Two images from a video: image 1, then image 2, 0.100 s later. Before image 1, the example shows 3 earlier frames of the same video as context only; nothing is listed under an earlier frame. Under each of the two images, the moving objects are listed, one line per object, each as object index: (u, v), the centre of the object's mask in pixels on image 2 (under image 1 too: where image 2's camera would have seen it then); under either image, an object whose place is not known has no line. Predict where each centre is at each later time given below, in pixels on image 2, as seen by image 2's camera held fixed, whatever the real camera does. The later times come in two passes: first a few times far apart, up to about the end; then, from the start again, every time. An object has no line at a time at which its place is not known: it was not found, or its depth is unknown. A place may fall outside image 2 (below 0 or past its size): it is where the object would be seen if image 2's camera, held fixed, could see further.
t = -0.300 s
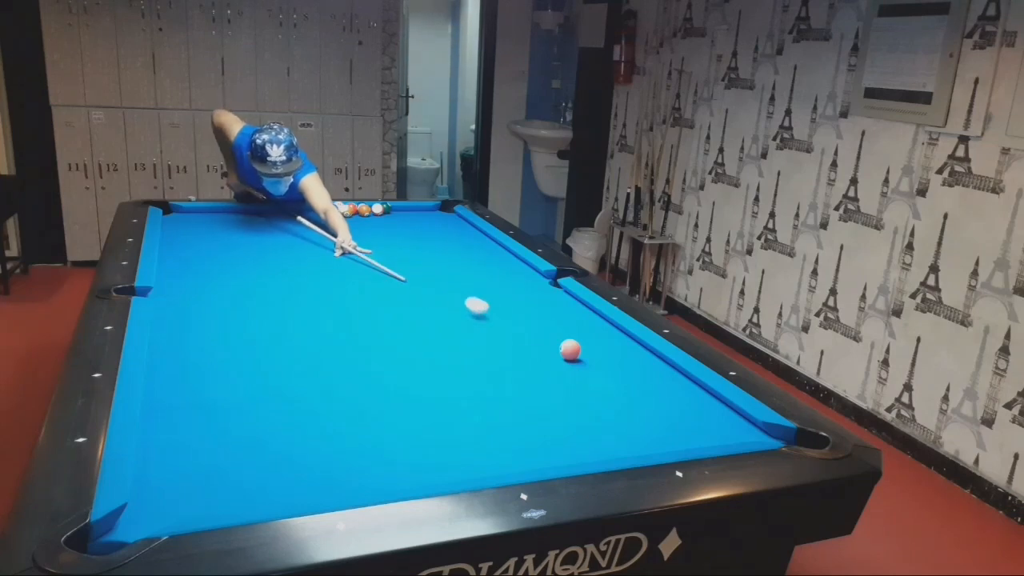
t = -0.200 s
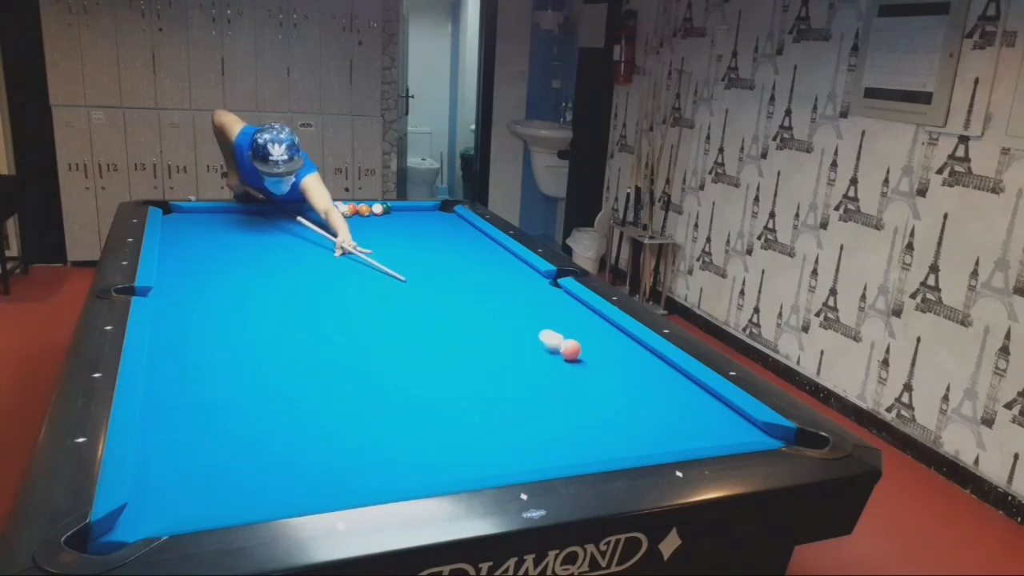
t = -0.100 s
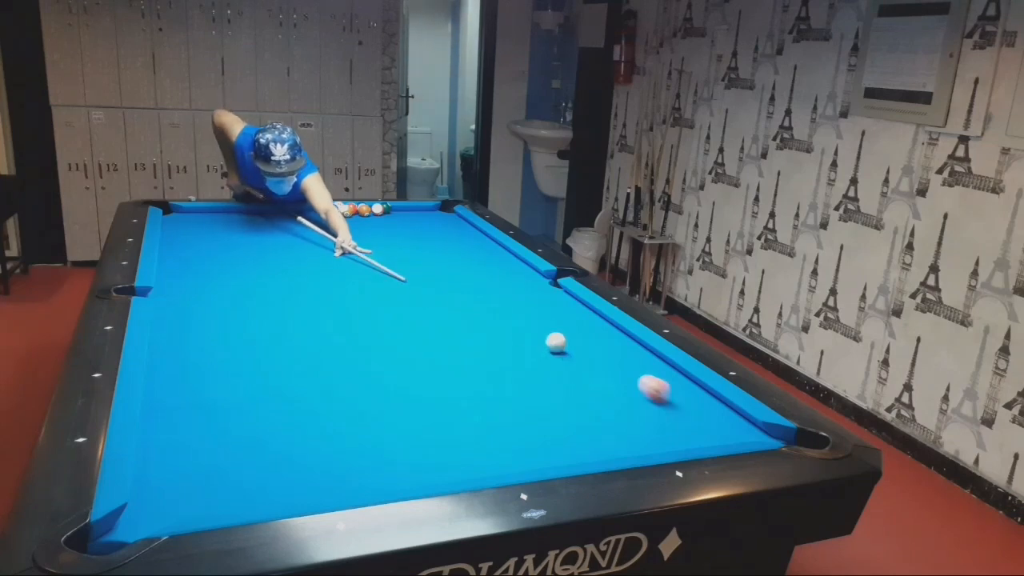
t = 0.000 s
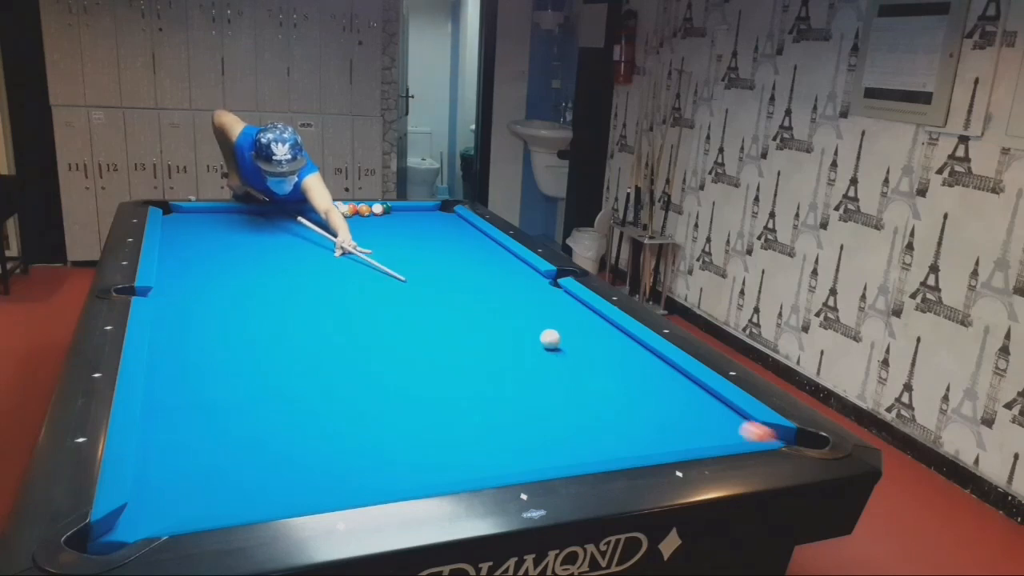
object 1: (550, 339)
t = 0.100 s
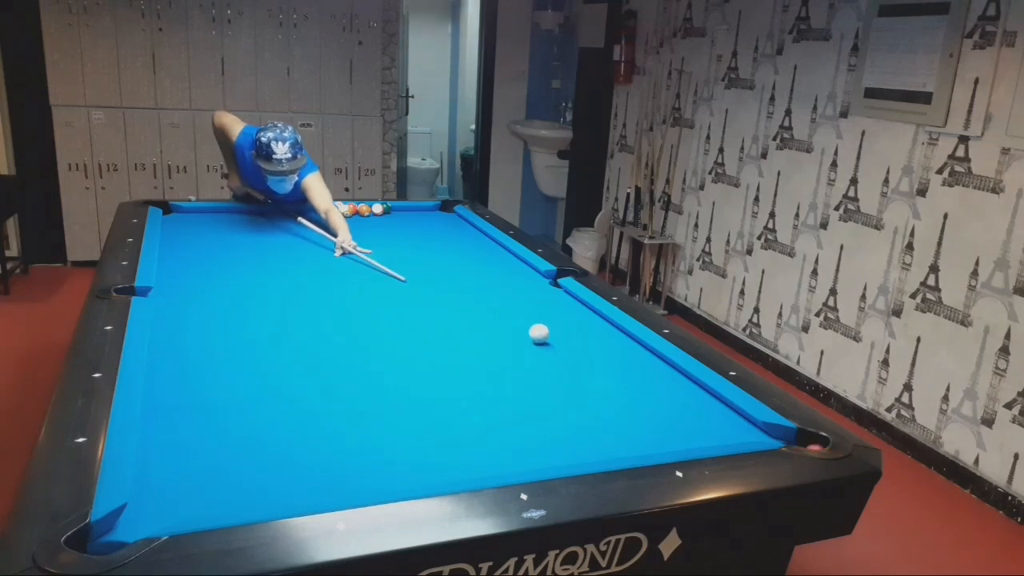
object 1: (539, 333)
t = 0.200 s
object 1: (525, 327)
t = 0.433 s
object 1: (494, 312)
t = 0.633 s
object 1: (471, 301)
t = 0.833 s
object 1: (449, 291)
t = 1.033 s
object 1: (430, 282)
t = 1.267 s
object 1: (409, 272)
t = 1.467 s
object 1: (393, 264)
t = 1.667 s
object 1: (378, 258)
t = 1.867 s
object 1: (364, 251)
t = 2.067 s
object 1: (351, 245)
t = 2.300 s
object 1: (337, 239)
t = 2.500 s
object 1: (327, 234)
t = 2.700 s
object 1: (317, 229)
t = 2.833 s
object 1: (310, 226)
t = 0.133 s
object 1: (534, 331)
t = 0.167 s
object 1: (530, 329)
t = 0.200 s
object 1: (525, 327)
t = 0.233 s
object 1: (520, 324)
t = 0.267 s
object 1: (516, 322)
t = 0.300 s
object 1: (511, 320)
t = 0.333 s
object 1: (507, 318)
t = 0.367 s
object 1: (503, 316)
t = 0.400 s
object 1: (498, 314)
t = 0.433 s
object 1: (494, 312)
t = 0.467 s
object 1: (490, 310)
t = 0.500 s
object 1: (486, 308)
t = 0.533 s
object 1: (482, 306)
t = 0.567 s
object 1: (478, 304)
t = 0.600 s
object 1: (475, 303)
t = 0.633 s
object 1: (471, 301)
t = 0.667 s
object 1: (467, 299)
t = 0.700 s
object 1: (463, 298)
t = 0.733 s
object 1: (460, 296)
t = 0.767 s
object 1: (456, 294)
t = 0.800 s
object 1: (453, 292)
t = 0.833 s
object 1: (449, 291)
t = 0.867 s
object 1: (446, 289)
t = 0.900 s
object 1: (443, 288)
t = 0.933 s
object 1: (439, 286)
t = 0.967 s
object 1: (436, 284)
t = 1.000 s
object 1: (433, 283)
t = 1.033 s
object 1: (430, 282)
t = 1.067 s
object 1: (426, 280)
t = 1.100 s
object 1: (424, 279)
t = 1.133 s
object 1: (420, 277)
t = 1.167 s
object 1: (417, 276)
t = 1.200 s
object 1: (414, 275)
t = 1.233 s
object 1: (412, 273)
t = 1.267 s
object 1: (409, 272)
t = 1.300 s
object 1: (406, 271)
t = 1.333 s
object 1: (403, 269)
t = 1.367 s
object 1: (401, 268)
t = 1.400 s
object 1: (398, 267)
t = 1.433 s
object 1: (395, 266)
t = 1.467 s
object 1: (393, 264)
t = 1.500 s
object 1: (390, 263)
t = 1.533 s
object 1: (387, 262)
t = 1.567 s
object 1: (385, 261)
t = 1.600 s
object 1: (382, 260)
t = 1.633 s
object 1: (380, 258)
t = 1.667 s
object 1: (378, 258)
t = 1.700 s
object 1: (375, 256)
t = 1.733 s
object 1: (373, 255)
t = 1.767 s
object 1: (371, 254)
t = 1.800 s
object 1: (368, 253)
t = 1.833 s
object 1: (366, 252)
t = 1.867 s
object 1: (364, 251)
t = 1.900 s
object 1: (362, 250)
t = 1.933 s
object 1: (359, 249)
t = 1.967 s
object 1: (357, 248)
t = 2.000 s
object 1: (355, 247)
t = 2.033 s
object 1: (353, 246)
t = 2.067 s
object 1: (351, 245)
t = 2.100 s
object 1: (349, 244)
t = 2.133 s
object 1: (347, 243)
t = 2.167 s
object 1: (345, 242)
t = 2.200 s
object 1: (343, 241)
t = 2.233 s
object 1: (341, 241)
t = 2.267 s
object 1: (339, 240)
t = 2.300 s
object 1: (337, 239)
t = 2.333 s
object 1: (336, 238)
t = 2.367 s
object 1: (334, 237)
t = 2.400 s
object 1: (332, 236)
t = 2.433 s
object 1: (330, 235)
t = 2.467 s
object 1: (328, 235)
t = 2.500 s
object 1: (327, 234)
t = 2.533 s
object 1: (325, 233)
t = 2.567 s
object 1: (323, 232)
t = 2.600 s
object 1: (321, 232)
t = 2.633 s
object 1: (320, 231)
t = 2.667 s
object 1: (318, 230)
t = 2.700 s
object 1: (317, 229)
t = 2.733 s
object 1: (315, 229)
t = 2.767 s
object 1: (313, 228)
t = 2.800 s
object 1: (312, 227)
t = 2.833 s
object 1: (310, 226)
